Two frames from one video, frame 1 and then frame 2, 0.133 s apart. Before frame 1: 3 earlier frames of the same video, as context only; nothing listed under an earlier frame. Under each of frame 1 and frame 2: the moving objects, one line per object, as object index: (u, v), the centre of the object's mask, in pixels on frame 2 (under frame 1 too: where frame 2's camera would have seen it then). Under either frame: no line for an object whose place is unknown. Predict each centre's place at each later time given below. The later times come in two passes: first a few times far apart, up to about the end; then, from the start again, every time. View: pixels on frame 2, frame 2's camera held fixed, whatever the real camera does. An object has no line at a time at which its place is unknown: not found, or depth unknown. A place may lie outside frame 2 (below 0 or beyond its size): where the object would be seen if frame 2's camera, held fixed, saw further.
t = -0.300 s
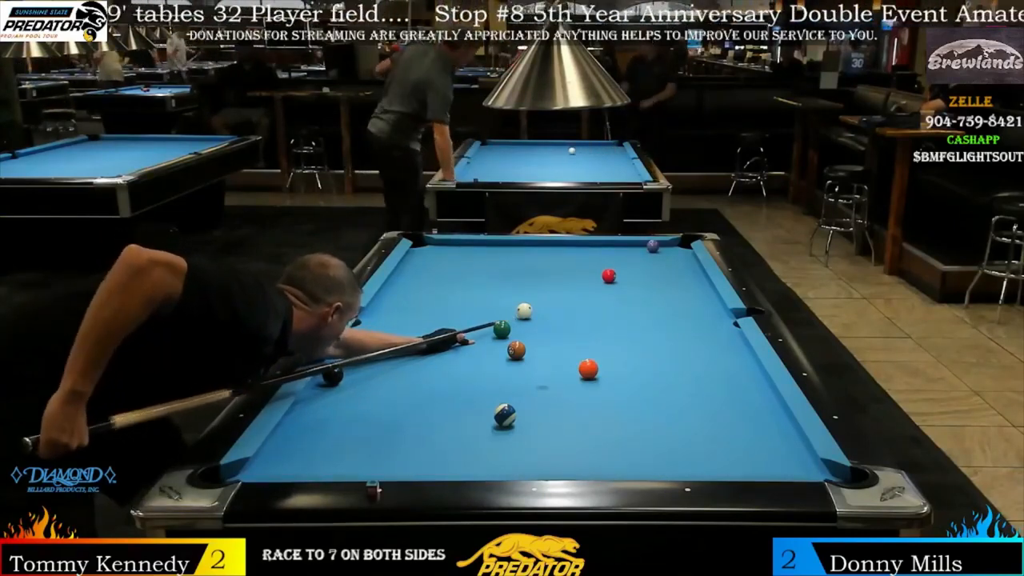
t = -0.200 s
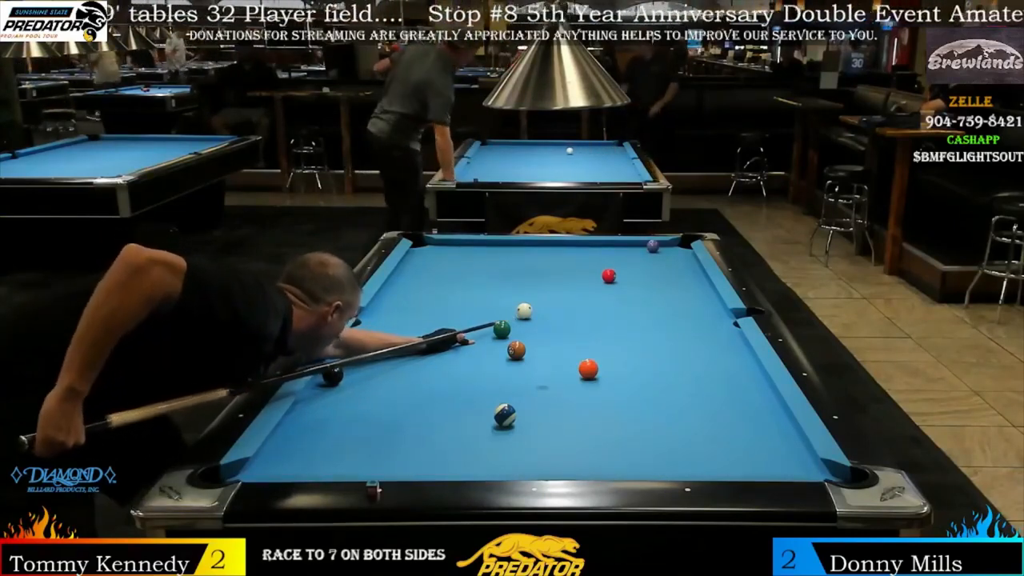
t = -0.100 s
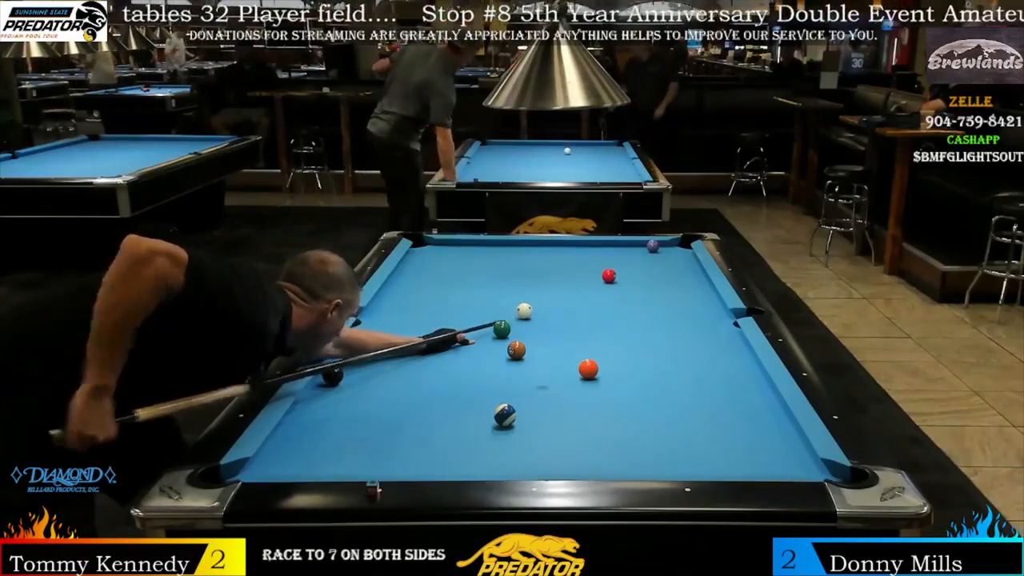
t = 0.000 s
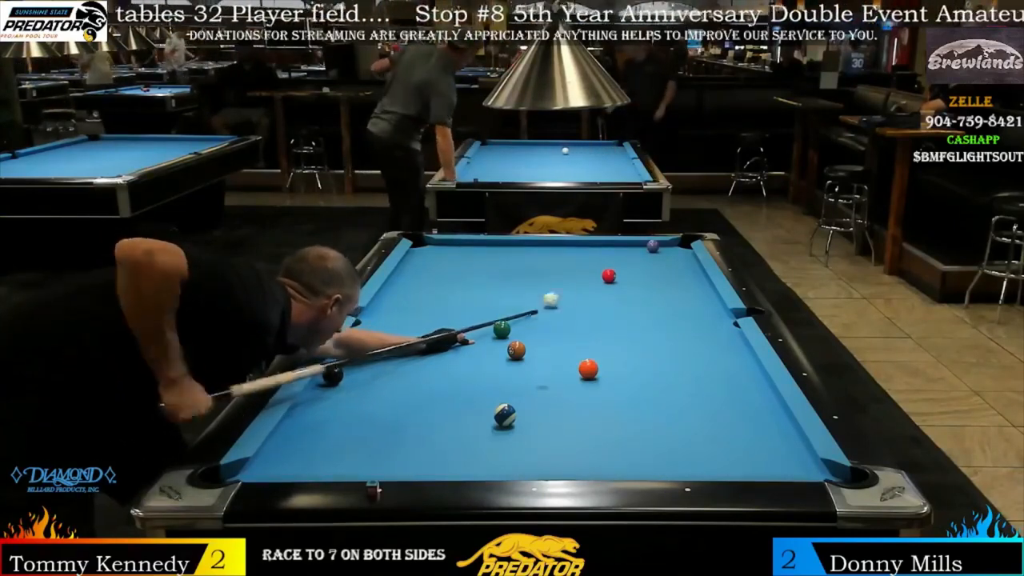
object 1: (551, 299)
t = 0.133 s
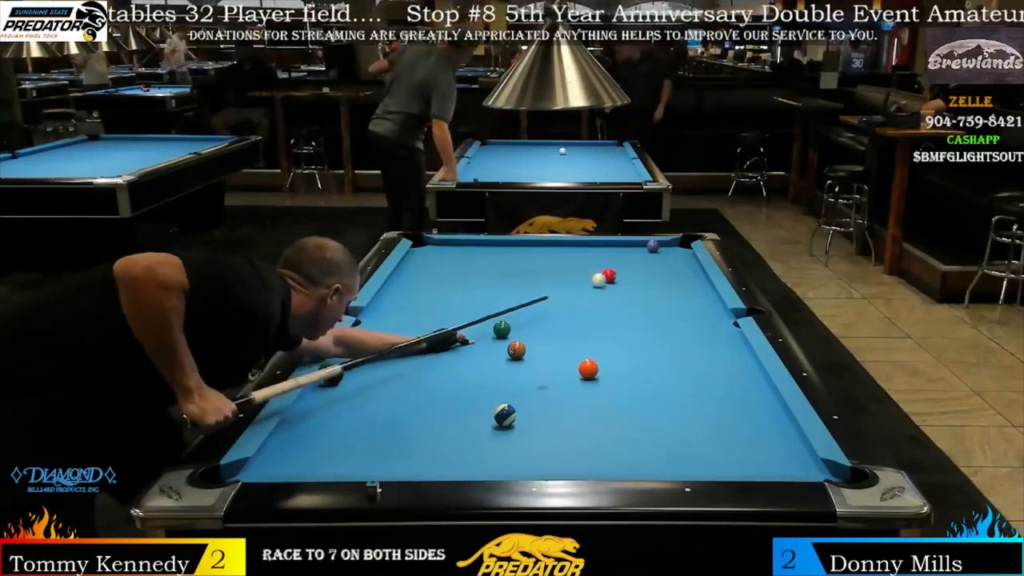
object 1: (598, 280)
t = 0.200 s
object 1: (602, 279)
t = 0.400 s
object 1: (599, 280)
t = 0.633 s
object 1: (595, 282)
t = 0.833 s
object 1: (592, 284)
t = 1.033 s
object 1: (590, 285)
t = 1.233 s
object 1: (588, 286)
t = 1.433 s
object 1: (586, 287)
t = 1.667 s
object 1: (584, 288)
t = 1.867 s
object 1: (583, 289)
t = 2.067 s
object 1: (583, 289)
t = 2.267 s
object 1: (583, 289)
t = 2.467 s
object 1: (583, 289)
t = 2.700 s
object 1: (583, 289)
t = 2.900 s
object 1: (583, 289)
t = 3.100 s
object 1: (583, 289)
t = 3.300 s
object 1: (583, 289)
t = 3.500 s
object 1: (583, 289)
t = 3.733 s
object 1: (583, 289)
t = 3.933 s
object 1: (583, 289)
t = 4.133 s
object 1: (583, 289)
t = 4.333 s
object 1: (582, 289)
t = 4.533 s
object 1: (583, 289)
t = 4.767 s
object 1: (583, 289)
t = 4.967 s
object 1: (583, 289)
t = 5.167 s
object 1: (582, 289)
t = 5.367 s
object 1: (583, 289)
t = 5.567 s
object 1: (583, 289)
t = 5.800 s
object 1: (583, 289)
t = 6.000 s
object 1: (583, 289)
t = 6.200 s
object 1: (583, 289)
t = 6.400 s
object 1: (583, 289)
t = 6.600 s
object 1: (583, 289)
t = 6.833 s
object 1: (583, 289)
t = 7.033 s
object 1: (583, 289)
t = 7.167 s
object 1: (583, 289)
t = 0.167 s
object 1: (602, 278)
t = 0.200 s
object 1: (602, 279)
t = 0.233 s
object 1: (601, 279)
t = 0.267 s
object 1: (601, 279)
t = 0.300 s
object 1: (601, 279)
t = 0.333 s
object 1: (600, 279)
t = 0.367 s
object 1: (599, 280)
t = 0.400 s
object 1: (599, 280)
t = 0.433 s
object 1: (598, 280)
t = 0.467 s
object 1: (598, 281)
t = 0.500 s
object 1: (597, 281)
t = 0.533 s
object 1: (596, 282)
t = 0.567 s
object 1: (596, 282)
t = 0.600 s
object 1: (595, 282)
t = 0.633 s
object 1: (595, 282)
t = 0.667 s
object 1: (594, 283)
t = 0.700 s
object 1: (594, 283)
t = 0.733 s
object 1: (593, 283)
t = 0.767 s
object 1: (593, 284)
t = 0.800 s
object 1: (592, 284)
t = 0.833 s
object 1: (592, 284)
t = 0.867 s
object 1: (592, 284)
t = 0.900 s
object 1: (591, 284)
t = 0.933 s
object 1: (591, 285)
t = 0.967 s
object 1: (591, 285)
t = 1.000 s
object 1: (590, 285)
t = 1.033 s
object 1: (590, 285)
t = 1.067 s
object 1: (589, 285)
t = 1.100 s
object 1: (589, 286)
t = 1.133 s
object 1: (589, 286)
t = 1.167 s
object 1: (588, 286)
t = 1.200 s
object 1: (588, 286)
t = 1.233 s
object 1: (588, 286)
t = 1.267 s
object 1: (587, 286)
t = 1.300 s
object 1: (587, 287)
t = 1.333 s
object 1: (587, 287)
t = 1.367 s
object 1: (586, 287)
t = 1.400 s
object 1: (586, 287)
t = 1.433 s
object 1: (586, 287)
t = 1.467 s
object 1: (586, 287)
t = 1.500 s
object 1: (585, 288)
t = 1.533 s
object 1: (585, 288)
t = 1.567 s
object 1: (585, 288)
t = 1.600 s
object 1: (585, 288)
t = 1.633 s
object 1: (585, 288)
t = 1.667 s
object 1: (584, 288)
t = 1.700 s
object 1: (584, 288)
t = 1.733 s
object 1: (584, 288)
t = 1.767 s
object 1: (584, 288)
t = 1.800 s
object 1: (583, 289)
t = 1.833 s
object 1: (583, 288)
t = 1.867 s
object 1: (583, 289)
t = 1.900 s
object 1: (583, 289)
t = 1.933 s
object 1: (583, 289)
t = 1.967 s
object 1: (583, 289)
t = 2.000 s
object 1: (583, 289)
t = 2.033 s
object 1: (583, 289)
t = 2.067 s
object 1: (583, 289)
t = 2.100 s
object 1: (583, 289)
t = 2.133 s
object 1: (583, 289)
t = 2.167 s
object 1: (583, 289)
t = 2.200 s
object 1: (583, 289)
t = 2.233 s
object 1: (583, 289)
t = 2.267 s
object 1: (583, 289)
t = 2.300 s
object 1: (583, 289)
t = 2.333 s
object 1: (583, 289)
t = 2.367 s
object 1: (583, 289)
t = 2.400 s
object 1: (583, 289)
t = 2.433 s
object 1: (583, 289)
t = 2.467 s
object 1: (583, 289)
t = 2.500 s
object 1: (583, 289)
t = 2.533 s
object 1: (583, 289)
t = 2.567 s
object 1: (583, 289)
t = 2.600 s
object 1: (583, 289)
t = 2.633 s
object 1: (583, 289)
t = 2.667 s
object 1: (583, 289)
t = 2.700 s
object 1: (583, 289)
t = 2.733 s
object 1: (583, 289)
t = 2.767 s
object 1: (583, 289)
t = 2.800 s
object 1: (583, 289)
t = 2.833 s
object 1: (583, 289)
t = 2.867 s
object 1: (583, 289)
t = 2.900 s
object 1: (583, 289)
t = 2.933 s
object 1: (583, 289)
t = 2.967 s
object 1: (583, 289)
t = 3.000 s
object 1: (583, 289)
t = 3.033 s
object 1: (583, 289)
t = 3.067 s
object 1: (583, 289)
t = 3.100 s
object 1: (583, 289)
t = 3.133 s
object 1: (583, 289)
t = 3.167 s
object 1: (583, 289)
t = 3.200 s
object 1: (583, 289)
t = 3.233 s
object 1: (583, 289)
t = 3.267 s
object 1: (583, 289)
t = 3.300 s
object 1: (583, 289)
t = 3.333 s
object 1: (583, 289)
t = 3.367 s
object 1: (583, 289)
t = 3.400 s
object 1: (583, 289)
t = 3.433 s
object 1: (583, 289)
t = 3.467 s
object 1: (583, 289)
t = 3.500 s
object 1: (583, 289)
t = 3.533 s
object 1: (583, 289)
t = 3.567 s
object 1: (583, 289)
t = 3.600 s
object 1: (583, 289)
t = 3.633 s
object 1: (583, 289)
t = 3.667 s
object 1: (583, 289)
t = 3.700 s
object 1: (583, 289)
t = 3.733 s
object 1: (583, 289)
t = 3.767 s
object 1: (583, 289)
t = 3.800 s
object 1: (583, 289)
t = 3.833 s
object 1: (583, 289)
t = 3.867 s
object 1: (583, 289)
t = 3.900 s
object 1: (583, 289)
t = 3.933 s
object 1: (583, 289)
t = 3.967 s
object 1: (583, 289)
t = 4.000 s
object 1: (583, 289)
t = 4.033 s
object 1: (583, 289)
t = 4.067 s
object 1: (583, 289)
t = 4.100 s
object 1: (583, 289)
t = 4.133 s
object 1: (583, 289)
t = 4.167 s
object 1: (583, 289)
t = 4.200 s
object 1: (583, 289)
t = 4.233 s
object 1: (583, 289)
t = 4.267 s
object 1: (583, 289)
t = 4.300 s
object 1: (582, 289)
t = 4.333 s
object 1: (582, 289)
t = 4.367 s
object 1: (583, 289)
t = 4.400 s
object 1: (583, 289)
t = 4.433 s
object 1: (583, 289)
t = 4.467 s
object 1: (583, 289)
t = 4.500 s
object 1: (583, 289)
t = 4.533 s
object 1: (583, 289)
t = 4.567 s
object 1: (582, 289)
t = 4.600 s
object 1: (582, 289)
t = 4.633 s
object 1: (582, 289)
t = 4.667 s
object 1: (582, 289)
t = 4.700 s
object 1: (583, 289)
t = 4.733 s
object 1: (583, 289)
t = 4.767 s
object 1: (583, 289)
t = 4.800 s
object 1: (583, 289)
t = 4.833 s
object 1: (583, 289)
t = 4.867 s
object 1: (583, 289)
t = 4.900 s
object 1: (583, 289)
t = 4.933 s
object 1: (583, 289)
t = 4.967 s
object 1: (583, 289)
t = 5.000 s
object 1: (583, 289)
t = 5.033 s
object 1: (583, 289)
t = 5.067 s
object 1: (582, 289)
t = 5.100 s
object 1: (582, 289)
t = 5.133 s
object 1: (582, 289)
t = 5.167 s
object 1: (582, 289)
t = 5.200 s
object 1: (583, 289)
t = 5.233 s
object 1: (583, 289)
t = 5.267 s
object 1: (583, 289)
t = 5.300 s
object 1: (583, 289)
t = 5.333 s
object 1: (583, 289)
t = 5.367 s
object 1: (583, 289)
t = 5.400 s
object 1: (583, 289)
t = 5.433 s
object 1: (583, 289)
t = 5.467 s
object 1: (583, 289)
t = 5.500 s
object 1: (583, 289)
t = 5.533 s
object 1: (583, 289)
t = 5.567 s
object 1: (583, 289)
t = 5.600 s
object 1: (583, 289)
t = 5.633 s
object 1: (583, 289)
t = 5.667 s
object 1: (583, 289)
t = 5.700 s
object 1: (583, 289)
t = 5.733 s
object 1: (583, 289)
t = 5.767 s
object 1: (583, 289)
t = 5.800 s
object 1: (583, 289)
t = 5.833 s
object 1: (583, 289)
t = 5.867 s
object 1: (583, 289)
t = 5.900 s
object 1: (583, 289)
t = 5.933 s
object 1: (583, 289)
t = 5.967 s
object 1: (583, 289)
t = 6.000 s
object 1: (583, 289)
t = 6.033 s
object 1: (583, 289)
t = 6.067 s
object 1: (583, 289)
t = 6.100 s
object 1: (583, 289)
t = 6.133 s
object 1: (583, 289)
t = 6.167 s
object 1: (583, 289)
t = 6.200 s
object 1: (583, 289)
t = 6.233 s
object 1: (583, 289)
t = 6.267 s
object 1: (583, 289)
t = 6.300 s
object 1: (583, 289)
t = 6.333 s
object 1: (583, 289)
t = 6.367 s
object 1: (583, 289)
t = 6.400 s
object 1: (583, 289)
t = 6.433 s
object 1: (583, 289)
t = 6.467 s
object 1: (583, 289)
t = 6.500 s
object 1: (583, 289)
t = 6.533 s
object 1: (583, 289)
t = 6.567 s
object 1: (583, 289)
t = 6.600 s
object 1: (583, 289)
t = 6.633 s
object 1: (583, 289)
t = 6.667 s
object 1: (583, 289)
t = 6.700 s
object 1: (583, 289)
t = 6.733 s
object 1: (583, 289)
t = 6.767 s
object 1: (583, 289)
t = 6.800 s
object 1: (583, 289)
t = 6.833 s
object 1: (583, 289)
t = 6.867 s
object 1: (583, 289)
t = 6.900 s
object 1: (583, 289)
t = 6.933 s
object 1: (583, 289)
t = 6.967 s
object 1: (583, 289)
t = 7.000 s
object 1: (583, 289)
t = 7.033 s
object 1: (583, 289)
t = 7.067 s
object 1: (583, 289)
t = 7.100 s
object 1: (583, 289)
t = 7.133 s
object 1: (583, 289)
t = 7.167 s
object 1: (583, 289)
